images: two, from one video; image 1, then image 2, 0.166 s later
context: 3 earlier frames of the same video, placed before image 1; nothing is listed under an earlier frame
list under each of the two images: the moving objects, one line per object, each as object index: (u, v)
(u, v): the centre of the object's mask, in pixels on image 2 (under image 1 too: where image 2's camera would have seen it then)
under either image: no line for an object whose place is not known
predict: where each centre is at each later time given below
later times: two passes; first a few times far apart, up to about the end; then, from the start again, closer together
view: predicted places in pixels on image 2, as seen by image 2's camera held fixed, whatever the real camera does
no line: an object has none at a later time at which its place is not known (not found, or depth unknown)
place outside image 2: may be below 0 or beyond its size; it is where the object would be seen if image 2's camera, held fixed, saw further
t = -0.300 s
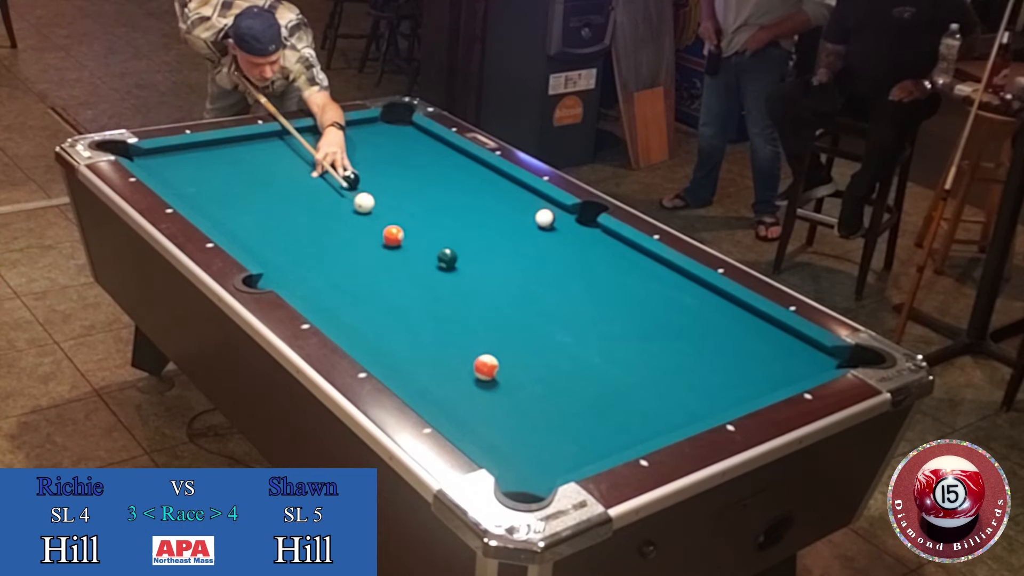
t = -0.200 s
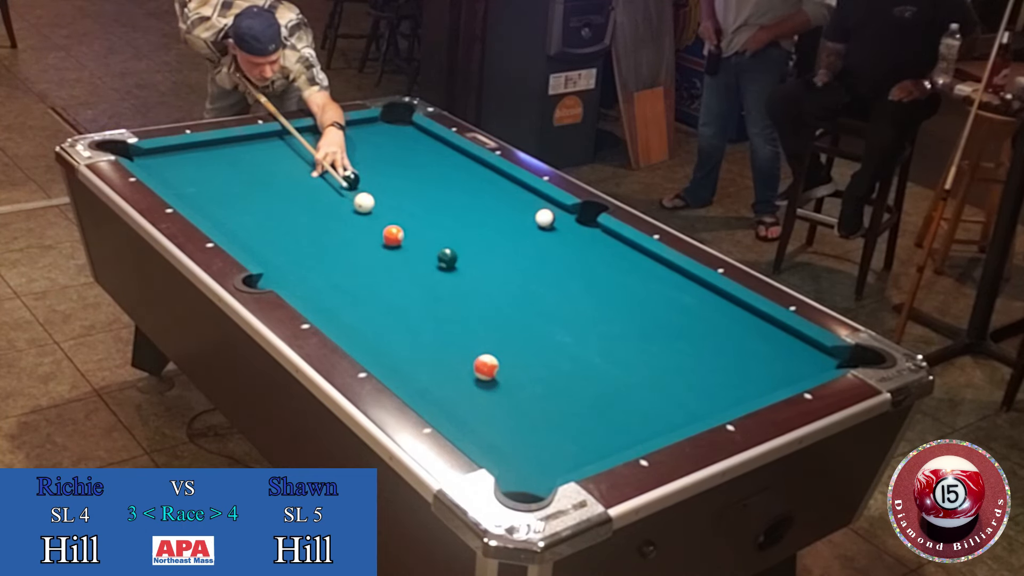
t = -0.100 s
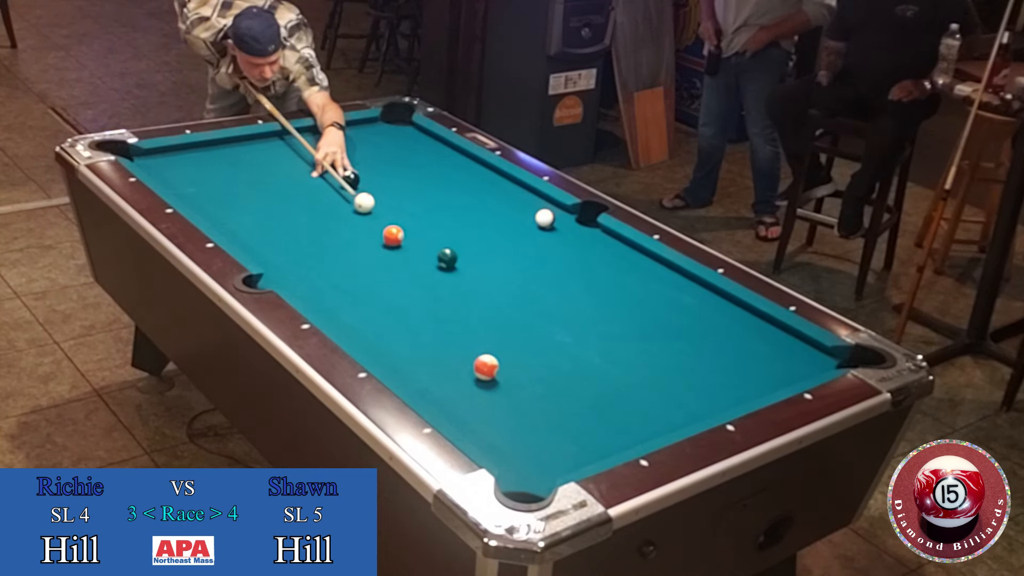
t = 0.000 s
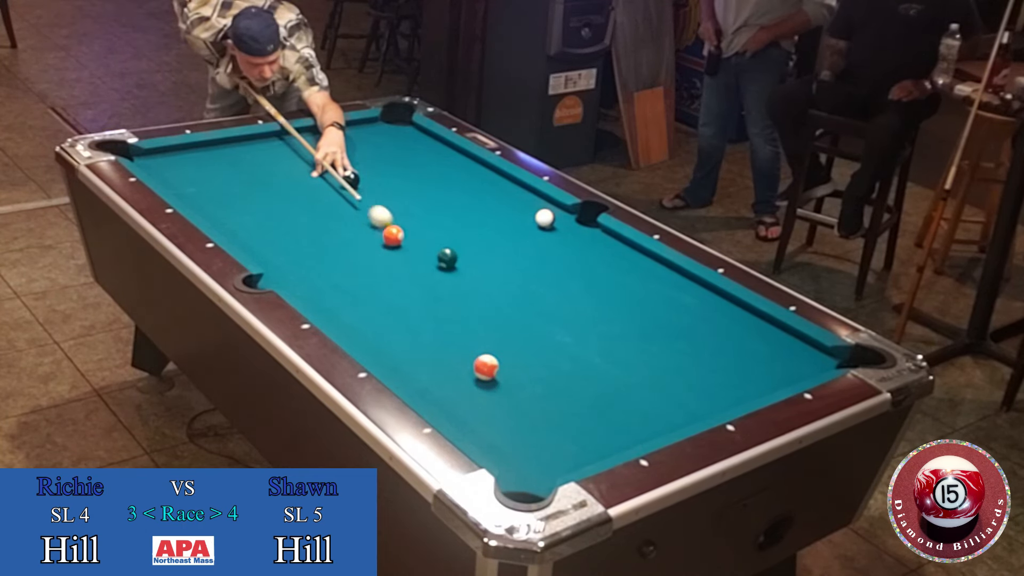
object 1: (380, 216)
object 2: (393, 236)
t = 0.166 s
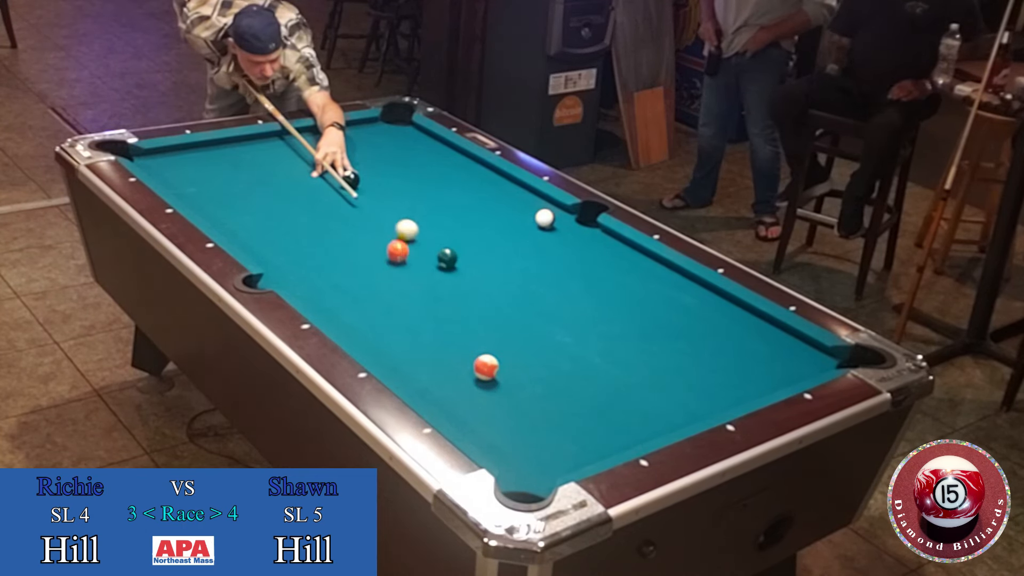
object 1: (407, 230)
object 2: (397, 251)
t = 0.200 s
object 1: (411, 231)
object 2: (399, 255)
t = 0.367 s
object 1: (435, 239)
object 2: (405, 276)
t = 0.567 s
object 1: (463, 247)
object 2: (412, 301)
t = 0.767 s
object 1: (490, 256)
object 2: (421, 328)
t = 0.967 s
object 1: (516, 264)
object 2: (429, 356)
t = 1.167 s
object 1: (541, 272)
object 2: (438, 385)
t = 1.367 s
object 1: (564, 280)
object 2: (451, 413)
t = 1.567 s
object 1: (587, 288)
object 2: (484, 432)
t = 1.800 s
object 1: (611, 296)
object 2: (521, 453)
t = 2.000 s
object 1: (631, 303)
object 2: (553, 469)
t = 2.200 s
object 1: (649, 309)
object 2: (548, 458)
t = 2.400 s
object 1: (665, 315)
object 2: (542, 447)
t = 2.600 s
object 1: (680, 321)
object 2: (537, 438)
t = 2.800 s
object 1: (693, 327)
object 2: (533, 430)
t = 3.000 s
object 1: (704, 331)
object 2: (530, 424)
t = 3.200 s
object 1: (714, 335)
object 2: (527, 419)
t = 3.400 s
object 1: (723, 339)
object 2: (524, 415)
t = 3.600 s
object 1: (729, 342)
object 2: (523, 413)
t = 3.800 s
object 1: (734, 344)
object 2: (522, 412)
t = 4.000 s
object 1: (737, 345)
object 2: (522, 412)
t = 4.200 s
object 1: (738, 346)
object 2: (522, 413)
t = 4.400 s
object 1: (738, 345)
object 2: (522, 413)
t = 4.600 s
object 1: (737, 345)
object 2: (522, 413)
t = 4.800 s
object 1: (737, 346)
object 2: (522, 413)
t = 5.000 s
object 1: (737, 345)
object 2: (522, 413)
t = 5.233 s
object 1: (737, 345)
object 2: (522, 413)
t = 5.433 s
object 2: (522, 413)
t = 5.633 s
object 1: (737, 345)
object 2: (522, 413)
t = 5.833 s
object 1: (737, 345)
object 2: (522, 412)
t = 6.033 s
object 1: (737, 345)
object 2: (522, 412)
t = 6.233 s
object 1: (737, 346)
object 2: (522, 412)
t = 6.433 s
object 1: (737, 345)
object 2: (522, 412)
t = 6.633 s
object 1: (737, 345)
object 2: (522, 412)
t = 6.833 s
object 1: (737, 345)
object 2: (522, 413)
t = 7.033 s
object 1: (737, 345)
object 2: (522, 412)
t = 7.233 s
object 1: (737, 345)
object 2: (522, 413)
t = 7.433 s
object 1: (737, 345)
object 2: (522, 413)
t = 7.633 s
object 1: (737, 345)
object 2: (522, 413)
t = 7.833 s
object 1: (737, 345)
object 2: (522, 412)
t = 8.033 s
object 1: (737, 345)
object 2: (522, 412)
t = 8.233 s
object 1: (737, 345)
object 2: (522, 412)
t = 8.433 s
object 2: (522, 412)
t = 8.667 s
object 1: (737, 345)
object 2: (522, 412)
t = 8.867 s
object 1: (737, 345)
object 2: (522, 412)
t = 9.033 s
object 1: (737, 345)
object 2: (522, 412)
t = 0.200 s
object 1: (411, 231)
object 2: (399, 255)
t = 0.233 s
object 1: (416, 233)
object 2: (400, 260)
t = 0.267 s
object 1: (421, 234)
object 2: (401, 264)
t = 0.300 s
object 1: (426, 236)
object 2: (402, 268)
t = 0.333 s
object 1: (430, 238)
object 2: (403, 271)
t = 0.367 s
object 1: (435, 239)
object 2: (405, 276)
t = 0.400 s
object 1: (440, 240)
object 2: (406, 280)
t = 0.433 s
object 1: (444, 240)
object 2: (407, 283)
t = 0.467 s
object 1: (450, 241)
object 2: (409, 288)
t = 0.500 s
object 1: (455, 243)
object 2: (410, 292)
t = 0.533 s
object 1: (459, 245)
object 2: (411, 297)
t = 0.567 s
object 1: (463, 247)
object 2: (412, 301)
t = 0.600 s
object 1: (468, 249)
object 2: (414, 305)
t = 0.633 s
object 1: (472, 250)
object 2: (415, 310)
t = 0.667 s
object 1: (477, 252)
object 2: (417, 314)
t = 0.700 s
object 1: (481, 253)
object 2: (418, 319)
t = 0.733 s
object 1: (486, 254)
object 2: (419, 323)
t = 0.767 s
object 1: (490, 256)
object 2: (421, 328)
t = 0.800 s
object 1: (494, 257)
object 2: (422, 332)
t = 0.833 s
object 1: (499, 259)
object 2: (423, 337)
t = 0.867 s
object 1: (503, 260)
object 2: (425, 342)
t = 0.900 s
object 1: (507, 262)
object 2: (426, 346)
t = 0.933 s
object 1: (512, 263)
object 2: (428, 351)
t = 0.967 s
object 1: (516, 264)
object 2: (429, 356)
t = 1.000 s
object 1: (520, 266)
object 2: (430, 361)
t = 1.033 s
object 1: (524, 267)
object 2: (432, 366)
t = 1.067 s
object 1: (529, 269)
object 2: (433, 370)
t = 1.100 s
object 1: (533, 270)
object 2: (435, 375)
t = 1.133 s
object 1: (537, 271)
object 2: (436, 380)
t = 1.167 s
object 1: (541, 272)
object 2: (438, 385)
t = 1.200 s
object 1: (545, 274)
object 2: (440, 390)
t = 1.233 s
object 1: (549, 275)
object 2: (441, 395)
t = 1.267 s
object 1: (553, 276)
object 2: (443, 400)
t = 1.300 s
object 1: (557, 277)
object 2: (445, 404)
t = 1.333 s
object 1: (561, 279)
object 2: (447, 409)
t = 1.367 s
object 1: (564, 280)
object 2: (451, 413)
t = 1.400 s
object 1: (568, 281)
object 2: (456, 416)
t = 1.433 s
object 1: (572, 283)
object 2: (462, 419)
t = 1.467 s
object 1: (576, 284)
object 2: (467, 423)
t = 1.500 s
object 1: (579, 285)
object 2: (473, 426)
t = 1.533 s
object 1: (583, 287)
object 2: (478, 429)
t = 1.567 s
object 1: (587, 288)
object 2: (484, 432)
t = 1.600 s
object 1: (590, 289)
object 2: (489, 435)
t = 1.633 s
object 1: (594, 290)
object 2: (495, 438)
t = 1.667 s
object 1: (598, 291)
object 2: (500, 441)
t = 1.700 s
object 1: (601, 292)
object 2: (505, 444)
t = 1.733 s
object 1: (605, 294)
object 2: (511, 447)
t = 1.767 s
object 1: (608, 295)
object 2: (516, 450)
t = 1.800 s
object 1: (611, 296)
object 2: (521, 453)
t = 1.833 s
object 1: (614, 297)
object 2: (527, 455)
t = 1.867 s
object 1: (618, 298)
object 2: (533, 458)
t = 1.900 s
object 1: (621, 299)
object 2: (538, 461)
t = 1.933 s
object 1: (624, 301)
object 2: (543, 464)
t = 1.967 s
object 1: (627, 302)
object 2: (548, 467)
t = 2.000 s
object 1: (631, 303)
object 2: (553, 469)
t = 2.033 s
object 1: (634, 304)
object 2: (553, 468)
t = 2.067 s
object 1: (637, 305)
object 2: (552, 466)
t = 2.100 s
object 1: (640, 306)
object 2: (551, 465)
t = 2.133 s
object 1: (643, 307)
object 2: (550, 462)
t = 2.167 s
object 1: (646, 308)
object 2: (549, 460)
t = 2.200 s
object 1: (649, 309)
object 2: (548, 458)
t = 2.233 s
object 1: (651, 310)
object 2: (547, 456)
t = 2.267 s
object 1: (654, 311)
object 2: (546, 454)
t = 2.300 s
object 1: (657, 312)
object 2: (545, 453)
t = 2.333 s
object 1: (660, 313)
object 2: (544, 451)
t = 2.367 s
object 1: (662, 315)
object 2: (543, 449)
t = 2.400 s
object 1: (665, 315)
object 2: (542, 447)
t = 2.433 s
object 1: (668, 316)
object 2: (541, 446)
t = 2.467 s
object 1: (670, 317)
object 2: (540, 444)
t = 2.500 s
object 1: (673, 318)
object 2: (540, 442)
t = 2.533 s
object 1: (675, 319)
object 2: (539, 441)
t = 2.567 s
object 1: (677, 320)
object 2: (538, 439)
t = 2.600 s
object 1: (680, 321)
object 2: (537, 438)
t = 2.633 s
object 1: (682, 322)
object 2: (537, 437)
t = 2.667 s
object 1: (684, 323)
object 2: (536, 435)
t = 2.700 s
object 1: (687, 324)
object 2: (535, 434)
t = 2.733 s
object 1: (689, 325)
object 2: (535, 432)
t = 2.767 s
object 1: (691, 326)
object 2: (534, 431)
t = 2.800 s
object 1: (693, 327)
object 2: (533, 430)
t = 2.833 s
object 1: (695, 327)
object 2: (533, 429)
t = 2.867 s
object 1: (697, 328)
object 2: (532, 428)
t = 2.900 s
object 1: (699, 329)
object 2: (531, 427)
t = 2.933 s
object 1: (701, 330)
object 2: (531, 426)
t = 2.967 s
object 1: (703, 330)
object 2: (530, 425)
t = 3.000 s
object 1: (704, 331)
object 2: (530, 424)
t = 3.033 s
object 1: (706, 332)
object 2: (529, 423)
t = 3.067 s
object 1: (708, 333)
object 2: (528, 422)
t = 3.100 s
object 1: (710, 333)
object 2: (528, 421)
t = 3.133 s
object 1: (711, 334)
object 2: (528, 420)
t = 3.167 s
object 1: (713, 335)
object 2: (527, 419)
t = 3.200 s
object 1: (714, 335)
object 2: (527, 419)
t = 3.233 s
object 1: (716, 336)
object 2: (527, 418)
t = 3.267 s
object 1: (717, 336)
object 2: (526, 418)
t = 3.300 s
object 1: (719, 337)
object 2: (526, 417)
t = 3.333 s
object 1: (720, 338)
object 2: (526, 416)
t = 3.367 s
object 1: (721, 338)
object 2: (525, 416)
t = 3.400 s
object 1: (723, 339)
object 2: (524, 415)
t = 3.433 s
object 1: (724, 339)
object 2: (524, 415)
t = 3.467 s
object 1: (725, 340)
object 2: (524, 415)
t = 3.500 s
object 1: (726, 340)
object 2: (524, 414)
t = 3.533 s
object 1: (727, 341)
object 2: (524, 414)
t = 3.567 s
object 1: (728, 341)
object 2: (523, 413)
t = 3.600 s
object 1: (729, 342)
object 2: (523, 413)
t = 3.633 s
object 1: (730, 342)
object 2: (523, 413)
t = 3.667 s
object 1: (731, 342)
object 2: (522, 413)
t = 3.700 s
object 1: (732, 343)
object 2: (522, 412)
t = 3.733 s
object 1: (733, 343)
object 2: (522, 412)
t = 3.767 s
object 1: (734, 344)
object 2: (522, 412)
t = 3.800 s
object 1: (734, 344)
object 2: (522, 412)
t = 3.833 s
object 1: (735, 344)
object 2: (522, 412)
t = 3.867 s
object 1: (736, 344)
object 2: (522, 412)
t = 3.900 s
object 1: (736, 345)
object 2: (522, 412)
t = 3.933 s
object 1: (736, 345)
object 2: (522, 412)
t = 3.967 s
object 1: (737, 345)
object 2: (522, 412)
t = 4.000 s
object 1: (737, 345)
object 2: (522, 412)
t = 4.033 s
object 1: (738, 345)
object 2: (522, 412)
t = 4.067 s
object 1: (738, 345)
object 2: (522, 413)
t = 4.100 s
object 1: (738, 345)
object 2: (522, 413)
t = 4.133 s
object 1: (738, 346)
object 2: (522, 413)
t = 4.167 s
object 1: (738, 346)
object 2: (522, 413)
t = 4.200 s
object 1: (738, 346)
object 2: (522, 413)
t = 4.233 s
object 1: (738, 346)
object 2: (522, 413)
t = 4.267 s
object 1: (738, 346)
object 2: (522, 413)
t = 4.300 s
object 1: (738, 346)
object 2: (522, 413)
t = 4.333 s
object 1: (738, 346)
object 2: (522, 413)
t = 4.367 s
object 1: (738, 345)
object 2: (522, 413)
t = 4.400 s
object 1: (738, 345)
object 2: (522, 413)
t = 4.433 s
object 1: (737, 346)
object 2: (522, 413)
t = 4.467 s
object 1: (737, 345)
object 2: (522, 413)
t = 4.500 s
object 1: (737, 346)
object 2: (522, 413)
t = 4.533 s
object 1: (737, 345)
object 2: (522, 413)
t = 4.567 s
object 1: (737, 345)
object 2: (522, 413)
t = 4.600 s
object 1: (737, 345)
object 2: (522, 413)
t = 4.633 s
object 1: (737, 345)
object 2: (522, 413)
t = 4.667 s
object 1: (737, 346)
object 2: (522, 413)
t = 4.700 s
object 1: (737, 345)
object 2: (522, 413)
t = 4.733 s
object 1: (737, 346)
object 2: (522, 413)
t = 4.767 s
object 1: (737, 346)
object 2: (522, 413)
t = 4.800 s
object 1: (737, 346)
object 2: (522, 413)
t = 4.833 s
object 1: (737, 346)
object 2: (522, 413)
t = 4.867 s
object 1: (737, 346)
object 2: (522, 413)
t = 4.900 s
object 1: (737, 346)
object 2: (522, 413)
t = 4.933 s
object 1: (737, 346)
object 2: (522, 413)
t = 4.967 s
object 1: (737, 345)
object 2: (522, 413)
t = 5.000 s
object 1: (737, 345)
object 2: (522, 413)
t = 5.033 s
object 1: (737, 345)
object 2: (522, 413)
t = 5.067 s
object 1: (737, 345)
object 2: (522, 413)
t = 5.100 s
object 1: (737, 346)
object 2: (522, 413)
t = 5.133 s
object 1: (737, 346)
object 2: (522, 413)
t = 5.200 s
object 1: (737, 345)
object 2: (522, 413)
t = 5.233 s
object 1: (737, 345)
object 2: (522, 413)
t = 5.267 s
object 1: (737, 345)
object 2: (522, 412)
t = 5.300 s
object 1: (732, 343)
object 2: (522, 412)
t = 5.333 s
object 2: (522, 413)
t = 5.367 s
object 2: (522, 413)
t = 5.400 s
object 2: (522, 412)
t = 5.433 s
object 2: (522, 413)
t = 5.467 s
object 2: (522, 413)
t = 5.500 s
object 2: (522, 412)
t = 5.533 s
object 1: (738, 345)
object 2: (522, 412)
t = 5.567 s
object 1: (737, 345)
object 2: (522, 413)
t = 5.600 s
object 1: (737, 345)
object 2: (522, 413)
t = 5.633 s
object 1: (737, 345)
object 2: (522, 413)
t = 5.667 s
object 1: (737, 345)
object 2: (519, 412)
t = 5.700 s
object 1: (737, 345)
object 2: (515, 410)
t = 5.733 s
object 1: (737, 345)
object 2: (517, 408)
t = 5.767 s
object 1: (737, 345)
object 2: (521, 410)
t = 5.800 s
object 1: (737, 345)
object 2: (522, 412)
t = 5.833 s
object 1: (737, 345)
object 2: (522, 412)
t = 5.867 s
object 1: (737, 345)
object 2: (522, 412)
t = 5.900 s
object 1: (737, 345)
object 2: (522, 412)
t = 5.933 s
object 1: (737, 345)
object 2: (522, 412)
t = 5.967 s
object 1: (737, 345)
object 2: (522, 412)
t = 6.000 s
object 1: (737, 345)
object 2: (522, 413)
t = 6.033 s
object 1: (737, 345)
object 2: (522, 412)
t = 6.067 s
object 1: (737, 345)
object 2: (522, 412)
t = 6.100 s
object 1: (737, 345)
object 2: (522, 413)
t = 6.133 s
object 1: (737, 346)
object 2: (522, 412)
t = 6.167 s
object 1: (737, 345)
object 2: (522, 412)
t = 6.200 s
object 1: (737, 346)
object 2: (522, 412)
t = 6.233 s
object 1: (737, 346)
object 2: (522, 412)
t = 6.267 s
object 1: (737, 345)
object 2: (522, 412)
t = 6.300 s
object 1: (737, 345)
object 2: (522, 412)
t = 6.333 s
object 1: (737, 345)
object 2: (522, 412)
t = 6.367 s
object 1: (737, 345)
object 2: (522, 412)
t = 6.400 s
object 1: (737, 345)
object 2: (522, 412)
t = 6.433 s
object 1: (737, 345)
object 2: (522, 412)
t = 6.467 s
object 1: (737, 346)
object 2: (522, 412)
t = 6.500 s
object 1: (737, 345)
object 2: (522, 412)
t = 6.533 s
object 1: (737, 345)
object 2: (522, 412)
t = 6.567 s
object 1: (737, 345)
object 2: (522, 412)
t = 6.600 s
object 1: (737, 345)
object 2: (522, 412)
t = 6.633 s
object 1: (737, 345)
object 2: (522, 412)
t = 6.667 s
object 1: (737, 345)
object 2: (522, 412)
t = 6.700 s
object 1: (737, 345)
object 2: (522, 412)
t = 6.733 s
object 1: (737, 345)
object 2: (522, 412)
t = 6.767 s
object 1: (737, 345)
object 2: (522, 412)
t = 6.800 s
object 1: (737, 345)
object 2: (522, 412)
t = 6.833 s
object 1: (737, 345)
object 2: (522, 413)
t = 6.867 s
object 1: (737, 345)
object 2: (522, 412)
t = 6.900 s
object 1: (737, 345)
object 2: (522, 412)
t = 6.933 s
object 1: (737, 345)
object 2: (522, 412)
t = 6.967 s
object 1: (737, 345)
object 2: (522, 412)
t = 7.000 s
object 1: (737, 345)
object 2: (522, 412)
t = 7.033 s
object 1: (737, 345)
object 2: (522, 412)
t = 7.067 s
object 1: (737, 345)
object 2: (522, 412)
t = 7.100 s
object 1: (737, 346)
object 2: (522, 413)
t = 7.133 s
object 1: (737, 345)
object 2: (522, 413)
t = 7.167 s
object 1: (737, 345)
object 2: (522, 412)
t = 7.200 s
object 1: (737, 345)
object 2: (522, 412)
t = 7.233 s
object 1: (737, 345)
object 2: (522, 413)
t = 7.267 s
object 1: (737, 345)
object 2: (522, 412)
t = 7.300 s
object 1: (737, 345)
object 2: (522, 412)
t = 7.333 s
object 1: (737, 345)
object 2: (522, 412)
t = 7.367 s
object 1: (737, 345)
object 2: (522, 412)
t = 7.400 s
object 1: (737, 345)
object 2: (522, 413)
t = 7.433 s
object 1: (737, 345)
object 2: (522, 413)
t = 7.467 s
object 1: (737, 345)
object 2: (522, 412)
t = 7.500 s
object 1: (737, 345)
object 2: (522, 413)
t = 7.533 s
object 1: (737, 345)
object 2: (522, 413)
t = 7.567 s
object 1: (737, 345)
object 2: (522, 412)
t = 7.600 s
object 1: (737, 345)
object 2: (522, 413)
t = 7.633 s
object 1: (737, 345)
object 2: (522, 413)
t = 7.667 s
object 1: (737, 345)
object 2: (522, 413)
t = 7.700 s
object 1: (737, 345)
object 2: (522, 412)
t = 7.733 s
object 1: (737, 345)
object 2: (522, 412)
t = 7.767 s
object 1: (737, 345)
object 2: (522, 412)
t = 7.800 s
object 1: (737, 345)
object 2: (522, 412)
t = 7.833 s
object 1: (737, 345)
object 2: (522, 412)
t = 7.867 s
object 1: (737, 345)
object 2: (522, 413)
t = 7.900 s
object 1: (737, 345)
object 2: (522, 412)
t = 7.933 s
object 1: (737, 345)
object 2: (522, 413)
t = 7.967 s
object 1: (737, 345)
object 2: (522, 413)
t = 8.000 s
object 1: (737, 345)
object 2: (522, 413)
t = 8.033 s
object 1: (737, 345)
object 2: (522, 412)
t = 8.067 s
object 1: (737, 345)
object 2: (522, 413)
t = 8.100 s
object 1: (737, 345)
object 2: (522, 412)
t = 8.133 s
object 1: (737, 345)
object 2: (522, 412)
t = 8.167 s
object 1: (737, 345)
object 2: (522, 412)
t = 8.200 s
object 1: (737, 345)
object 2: (522, 412)
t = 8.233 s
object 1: (737, 345)
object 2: (522, 412)
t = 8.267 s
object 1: (737, 345)
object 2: (522, 412)
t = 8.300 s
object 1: (737, 345)
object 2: (522, 412)
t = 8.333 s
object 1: (737, 345)
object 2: (522, 412)
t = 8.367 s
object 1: (738, 342)
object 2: (522, 412)
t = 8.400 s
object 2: (522, 412)
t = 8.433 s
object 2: (522, 412)
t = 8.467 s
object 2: (522, 412)
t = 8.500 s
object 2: (522, 412)
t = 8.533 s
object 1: (736, 345)
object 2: (522, 412)
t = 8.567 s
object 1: (737, 345)
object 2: (522, 412)
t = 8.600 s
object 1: (737, 345)
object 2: (522, 412)
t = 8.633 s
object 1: (737, 345)
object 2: (522, 412)
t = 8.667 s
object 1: (737, 345)
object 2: (522, 412)
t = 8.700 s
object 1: (737, 345)
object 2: (522, 412)
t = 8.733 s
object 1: (737, 345)
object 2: (522, 412)
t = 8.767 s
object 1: (737, 345)
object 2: (522, 412)
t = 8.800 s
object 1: (737, 345)
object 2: (522, 412)
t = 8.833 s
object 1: (737, 345)
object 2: (522, 412)
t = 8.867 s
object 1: (737, 345)
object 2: (522, 412)
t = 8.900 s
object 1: (737, 345)
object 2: (522, 412)
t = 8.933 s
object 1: (737, 345)
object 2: (522, 412)
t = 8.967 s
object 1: (737, 345)
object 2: (522, 412)
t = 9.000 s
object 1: (737, 345)
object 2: (522, 413)
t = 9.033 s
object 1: (737, 345)
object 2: (522, 412)
